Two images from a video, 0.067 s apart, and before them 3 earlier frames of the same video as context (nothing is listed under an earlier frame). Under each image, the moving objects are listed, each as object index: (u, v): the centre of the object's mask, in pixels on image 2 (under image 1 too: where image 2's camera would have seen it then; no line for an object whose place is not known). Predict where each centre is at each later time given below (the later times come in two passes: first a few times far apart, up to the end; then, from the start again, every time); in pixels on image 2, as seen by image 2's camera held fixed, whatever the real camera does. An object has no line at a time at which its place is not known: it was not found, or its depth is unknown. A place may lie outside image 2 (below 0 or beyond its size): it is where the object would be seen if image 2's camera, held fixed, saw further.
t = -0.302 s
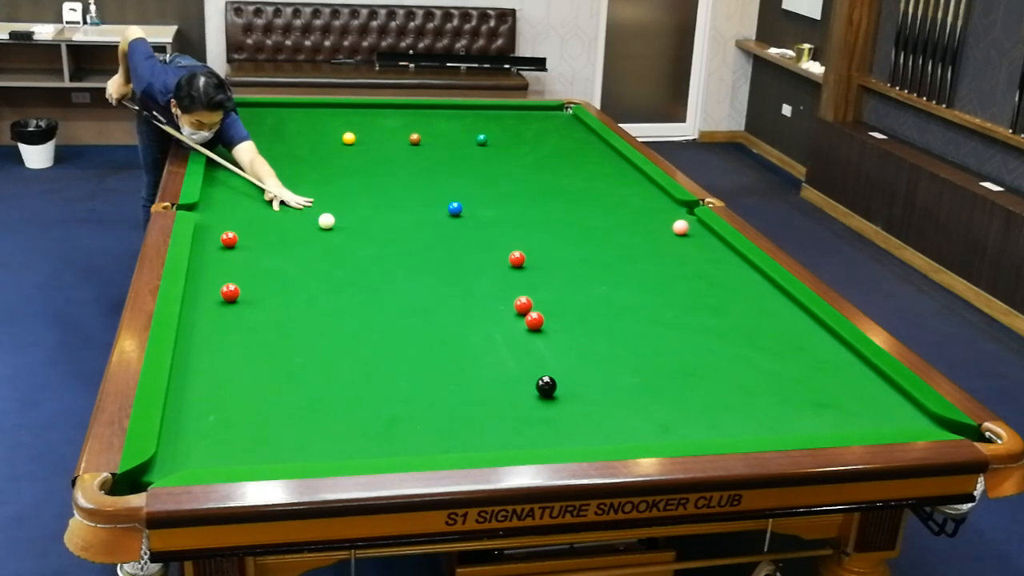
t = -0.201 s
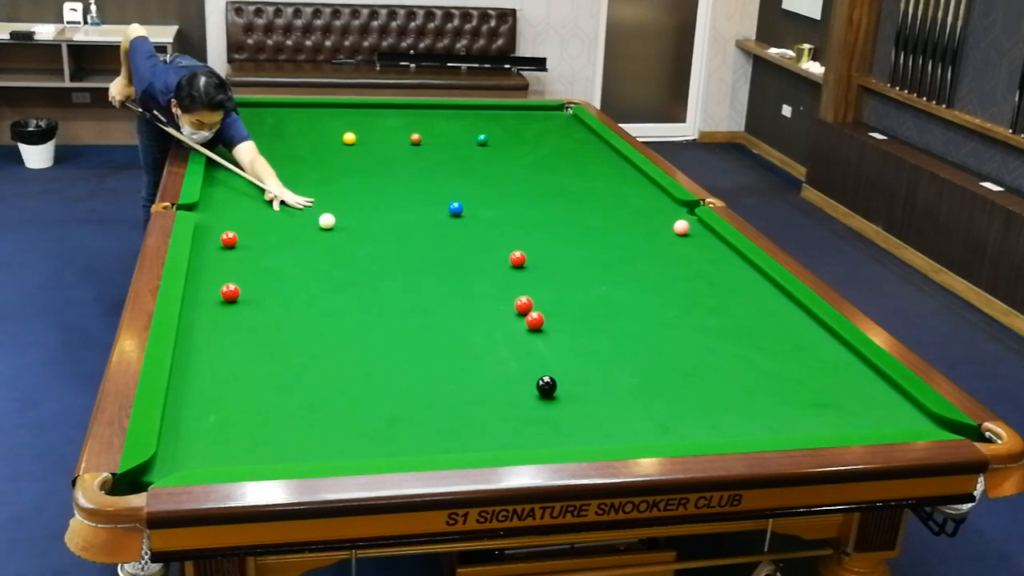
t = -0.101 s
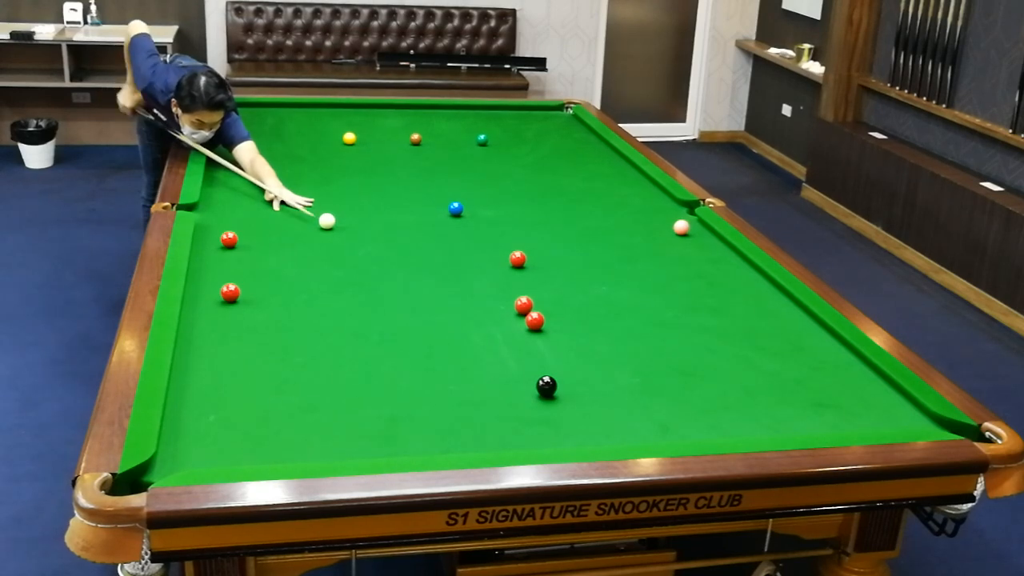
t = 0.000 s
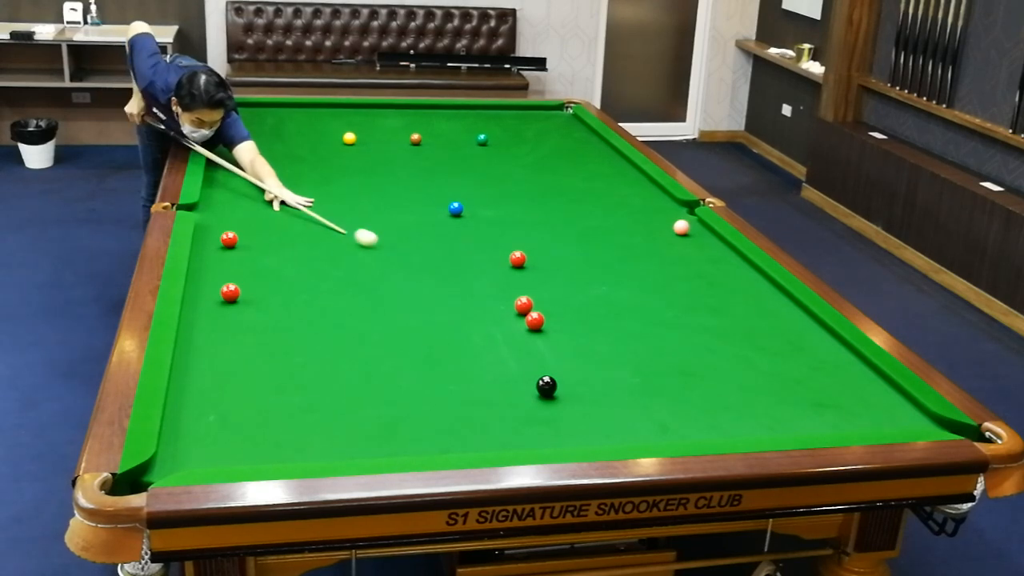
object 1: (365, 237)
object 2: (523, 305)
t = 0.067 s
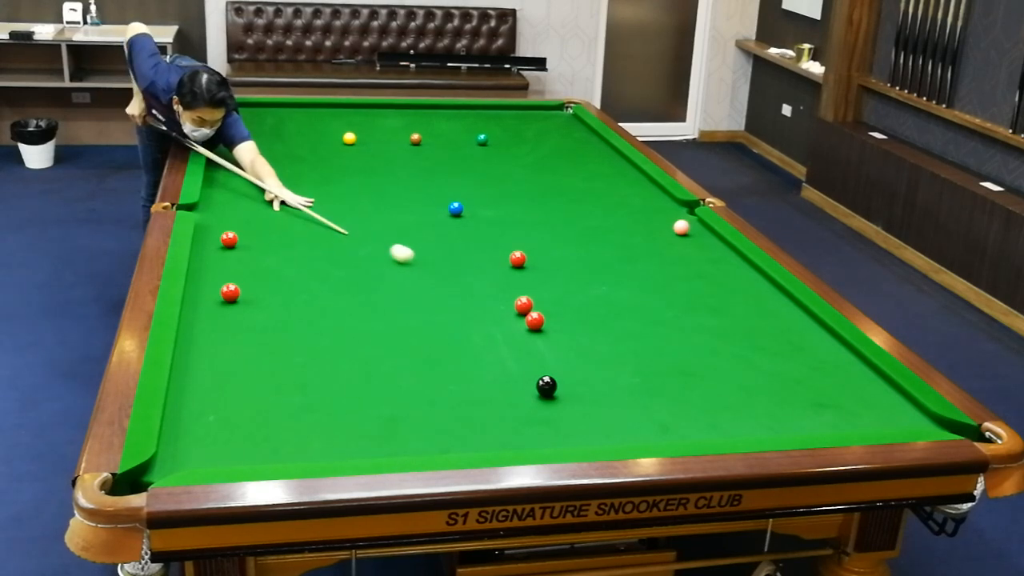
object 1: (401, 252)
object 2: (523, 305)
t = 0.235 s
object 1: (491, 292)
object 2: (523, 305)
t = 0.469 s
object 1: (496, 309)
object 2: (638, 338)
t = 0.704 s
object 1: (482, 319)
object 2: (759, 373)
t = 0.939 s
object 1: (468, 329)
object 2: (890, 411)
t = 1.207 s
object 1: (454, 340)
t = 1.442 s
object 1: (441, 349)
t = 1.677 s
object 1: (429, 358)
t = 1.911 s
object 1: (416, 367)
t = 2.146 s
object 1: (404, 376)
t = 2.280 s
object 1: (398, 381)
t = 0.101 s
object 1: (419, 260)
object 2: (523, 305)
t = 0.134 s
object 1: (437, 268)
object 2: (524, 305)
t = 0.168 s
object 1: (455, 276)
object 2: (523, 305)
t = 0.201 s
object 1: (473, 284)
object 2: (524, 305)
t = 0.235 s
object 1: (491, 292)
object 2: (523, 305)
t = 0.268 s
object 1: (507, 299)
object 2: (525, 304)
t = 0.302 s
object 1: (506, 302)
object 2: (545, 309)
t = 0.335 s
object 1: (503, 303)
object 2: (564, 316)
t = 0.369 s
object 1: (502, 305)
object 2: (583, 322)
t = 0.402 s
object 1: (500, 306)
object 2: (602, 327)
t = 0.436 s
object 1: (498, 308)
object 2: (620, 333)
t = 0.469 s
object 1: (496, 309)
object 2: (638, 338)
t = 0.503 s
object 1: (494, 311)
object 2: (656, 343)
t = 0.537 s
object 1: (492, 312)
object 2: (672, 348)
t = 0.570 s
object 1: (490, 313)
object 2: (689, 353)
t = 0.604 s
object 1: (488, 315)
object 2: (706, 358)
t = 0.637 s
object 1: (486, 316)
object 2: (724, 363)
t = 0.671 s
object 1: (484, 317)
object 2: (741, 368)
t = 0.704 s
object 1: (482, 319)
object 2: (759, 373)
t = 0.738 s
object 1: (480, 320)
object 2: (777, 378)
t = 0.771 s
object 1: (478, 322)
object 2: (795, 383)
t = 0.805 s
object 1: (476, 323)
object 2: (814, 389)
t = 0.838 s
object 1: (474, 324)
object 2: (832, 394)
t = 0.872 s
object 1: (473, 326)
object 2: (851, 400)
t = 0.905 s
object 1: (470, 327)
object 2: (871, 405)
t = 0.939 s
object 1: (468, 329)
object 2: (890, 411)
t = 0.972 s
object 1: (466, 330)
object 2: (910, 416)
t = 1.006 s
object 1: (464, 331)
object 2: (932, 420)
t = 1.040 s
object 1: (463, 333)
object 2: (952, 426)
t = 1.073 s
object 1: (461, 334)
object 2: (971, 434)
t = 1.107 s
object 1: (459, 336)
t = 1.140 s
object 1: (457, 337)
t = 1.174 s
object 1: (455, 338)
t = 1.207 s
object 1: (454, 340)
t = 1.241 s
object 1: (452, 341)
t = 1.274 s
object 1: (450, 342)
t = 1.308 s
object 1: (449, 344)
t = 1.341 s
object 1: (447, 345)
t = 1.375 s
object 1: (444, 347)
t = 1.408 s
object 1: (443, 348)
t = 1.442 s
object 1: (441, 349)
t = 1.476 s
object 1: (439, 351)
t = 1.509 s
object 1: (437, 352)
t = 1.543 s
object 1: (435, 353)
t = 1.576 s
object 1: (434, 354)
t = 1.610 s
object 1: (432, 356)
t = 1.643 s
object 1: (431, 357)
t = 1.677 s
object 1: (429, 358)
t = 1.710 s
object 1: (427, 360)
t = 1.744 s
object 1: (425, 361)
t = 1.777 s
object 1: (423, 362)
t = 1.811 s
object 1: (421, 363)
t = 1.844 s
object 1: (420, 364)
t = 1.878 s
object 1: (418, 366)
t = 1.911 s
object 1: (416, 367)
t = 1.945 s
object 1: (414, 368)
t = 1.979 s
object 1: (413, 370)
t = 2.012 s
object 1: (411, 371)
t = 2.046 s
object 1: (409, 372)
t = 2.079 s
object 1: (408, 373)
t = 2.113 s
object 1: (406, 374)
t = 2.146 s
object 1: (404, 376)
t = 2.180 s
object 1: (403, 377)
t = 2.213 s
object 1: (401, 378)
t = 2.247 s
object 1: (400, 379)
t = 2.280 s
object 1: (398, 381)
